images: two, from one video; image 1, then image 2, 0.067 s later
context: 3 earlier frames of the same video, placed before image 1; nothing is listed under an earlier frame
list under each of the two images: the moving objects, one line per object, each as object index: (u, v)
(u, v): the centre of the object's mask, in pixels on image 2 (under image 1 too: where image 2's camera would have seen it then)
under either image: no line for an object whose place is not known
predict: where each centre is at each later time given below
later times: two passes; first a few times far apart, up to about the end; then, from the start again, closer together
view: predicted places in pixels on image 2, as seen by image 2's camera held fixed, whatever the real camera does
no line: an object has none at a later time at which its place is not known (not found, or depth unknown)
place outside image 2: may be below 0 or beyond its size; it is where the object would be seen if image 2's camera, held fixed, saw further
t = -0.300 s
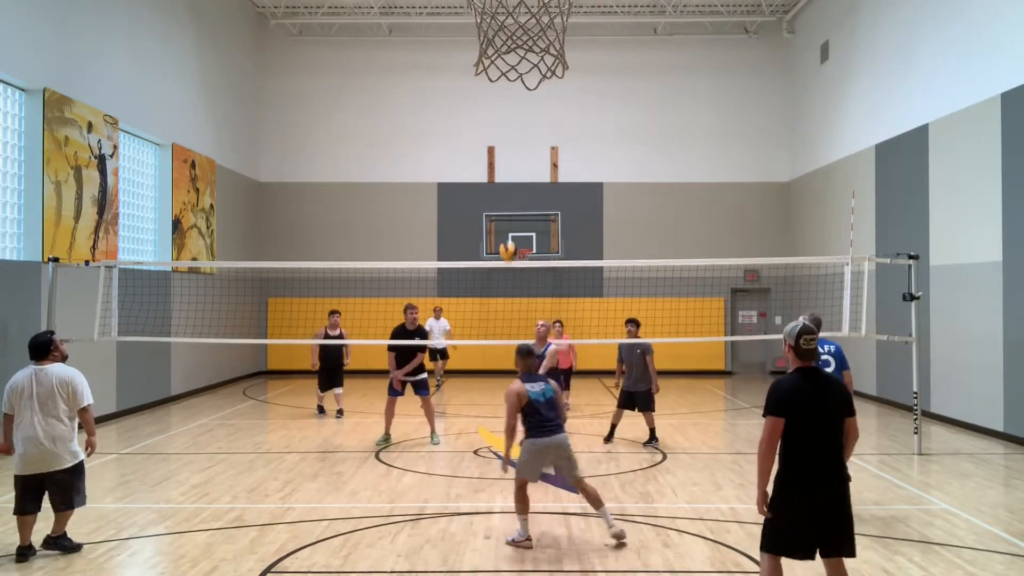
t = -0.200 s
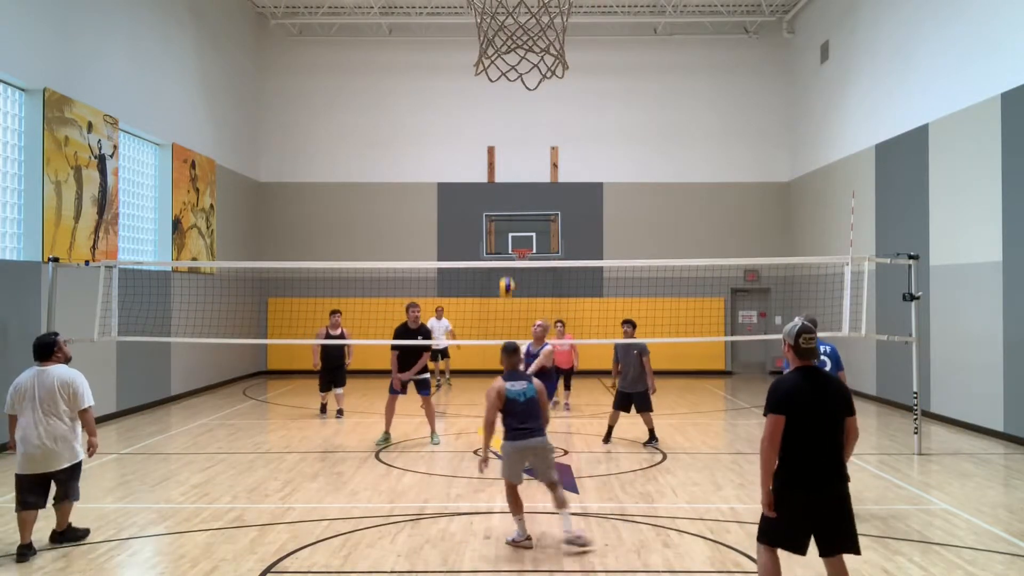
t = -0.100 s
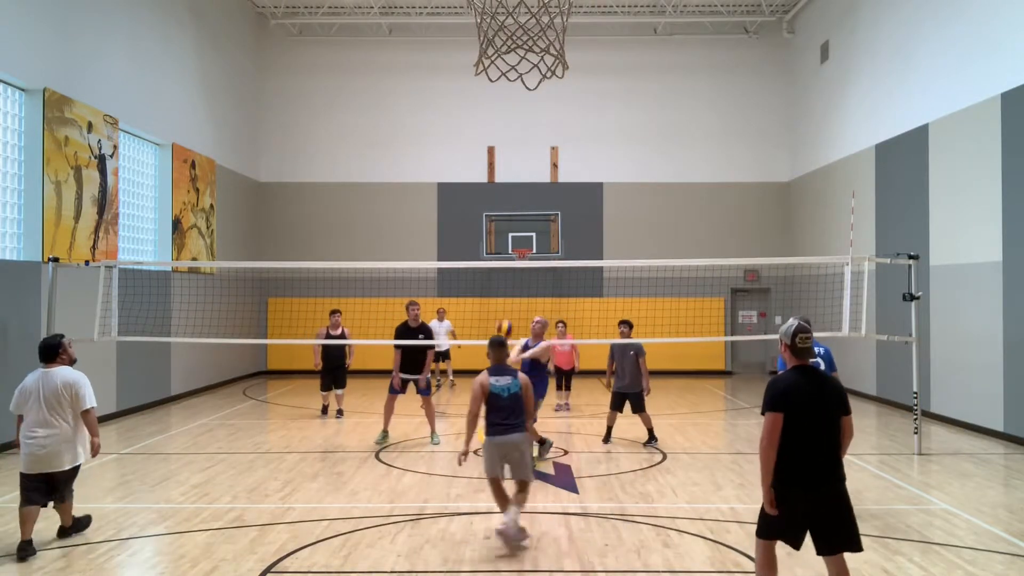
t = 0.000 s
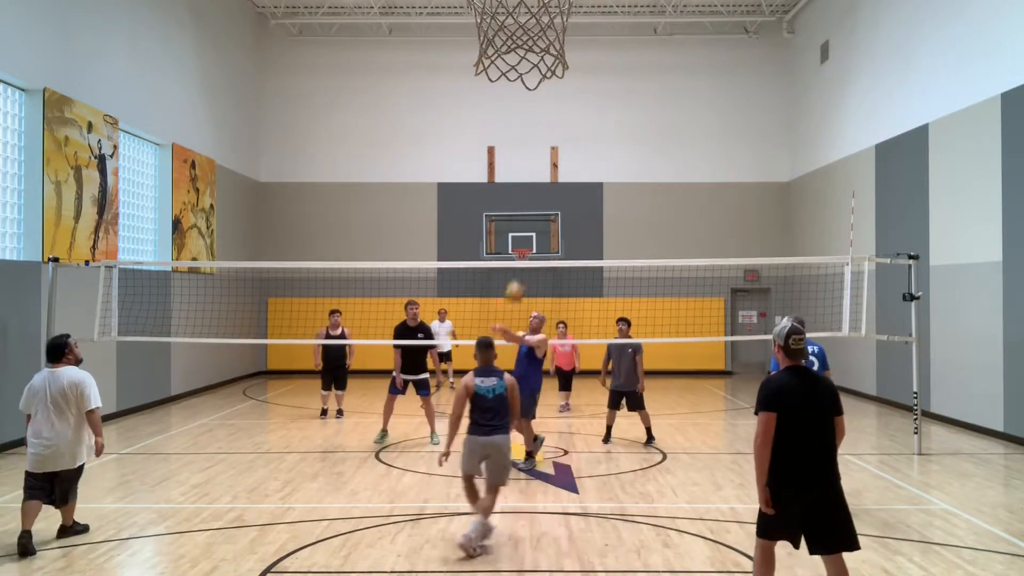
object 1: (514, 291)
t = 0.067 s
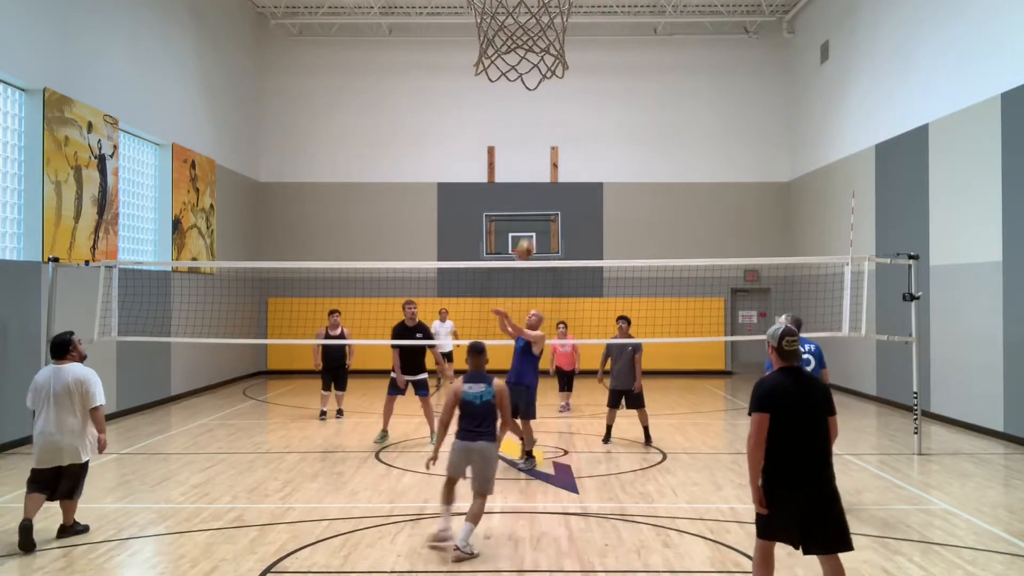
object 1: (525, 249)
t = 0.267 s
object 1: (559, 147)
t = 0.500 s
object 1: (594, 75)
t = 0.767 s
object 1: (632, 50)
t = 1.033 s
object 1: (669, 84)
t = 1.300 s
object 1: (704, 171)
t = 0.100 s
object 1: (531, 228)
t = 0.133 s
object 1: (537, 209)
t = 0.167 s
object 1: (541, 193)
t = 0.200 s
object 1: (547, 178)
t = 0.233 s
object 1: (553, 161)
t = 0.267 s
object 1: (559, 147)
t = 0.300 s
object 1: (563, 134)
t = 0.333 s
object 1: (568, 122)
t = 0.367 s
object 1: (573, 110)
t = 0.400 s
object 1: (578, 100)
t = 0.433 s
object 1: (583, 90)
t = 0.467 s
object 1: (589, 82)
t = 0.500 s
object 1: (594, 75)
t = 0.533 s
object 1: (599, 68)
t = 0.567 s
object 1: (603, 63)
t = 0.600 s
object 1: (608, 59)
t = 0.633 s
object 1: (613, 55)
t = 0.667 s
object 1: (618, 53)
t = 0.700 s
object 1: (623, 51)
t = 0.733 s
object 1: (627, 50)
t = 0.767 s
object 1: (632, 50)
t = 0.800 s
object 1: (637, 51)
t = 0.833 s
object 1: (642, 53)
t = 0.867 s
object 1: (647, 56)
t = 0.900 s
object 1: (651, 60)
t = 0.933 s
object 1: (656, 65)
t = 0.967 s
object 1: (660, 70)
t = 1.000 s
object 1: (665, 77)
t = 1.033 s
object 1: (669, 84)
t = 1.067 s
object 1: (673, 93)
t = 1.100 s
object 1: (678, 101)
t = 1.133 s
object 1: (683, 111)
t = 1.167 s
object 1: (687, 121)
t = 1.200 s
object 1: (692, 133)
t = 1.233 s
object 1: (696, 144)
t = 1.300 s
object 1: (704, 171)
